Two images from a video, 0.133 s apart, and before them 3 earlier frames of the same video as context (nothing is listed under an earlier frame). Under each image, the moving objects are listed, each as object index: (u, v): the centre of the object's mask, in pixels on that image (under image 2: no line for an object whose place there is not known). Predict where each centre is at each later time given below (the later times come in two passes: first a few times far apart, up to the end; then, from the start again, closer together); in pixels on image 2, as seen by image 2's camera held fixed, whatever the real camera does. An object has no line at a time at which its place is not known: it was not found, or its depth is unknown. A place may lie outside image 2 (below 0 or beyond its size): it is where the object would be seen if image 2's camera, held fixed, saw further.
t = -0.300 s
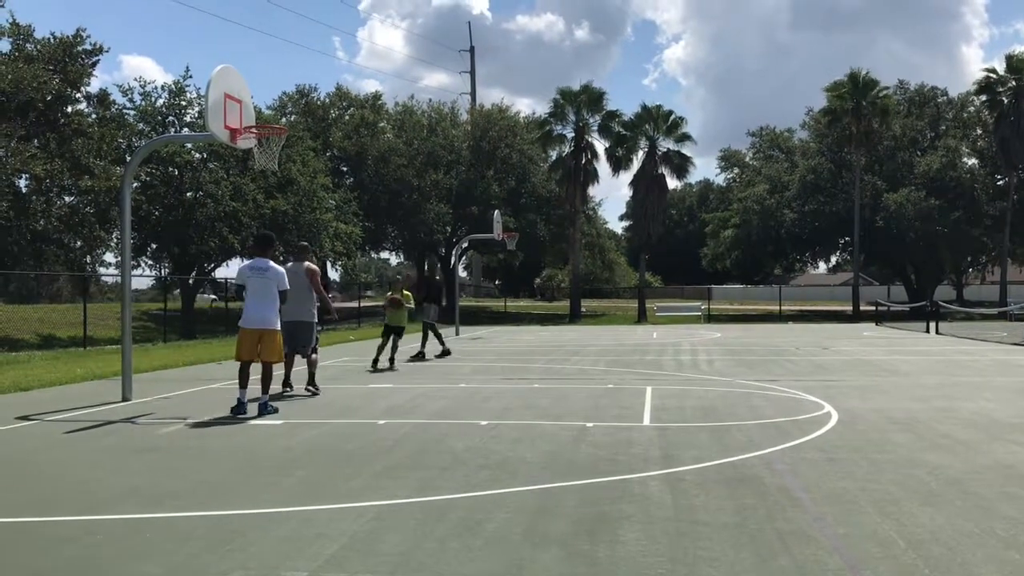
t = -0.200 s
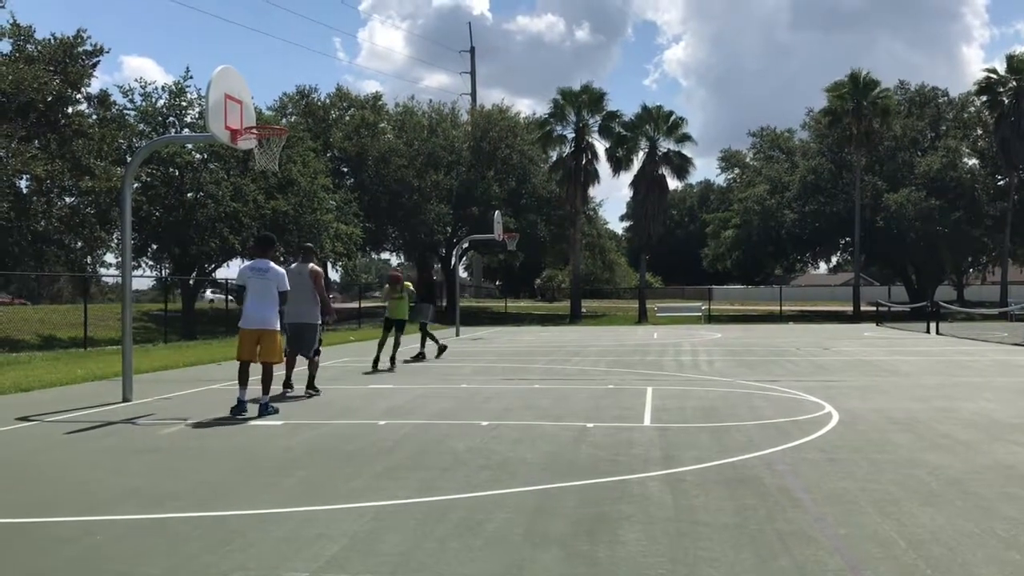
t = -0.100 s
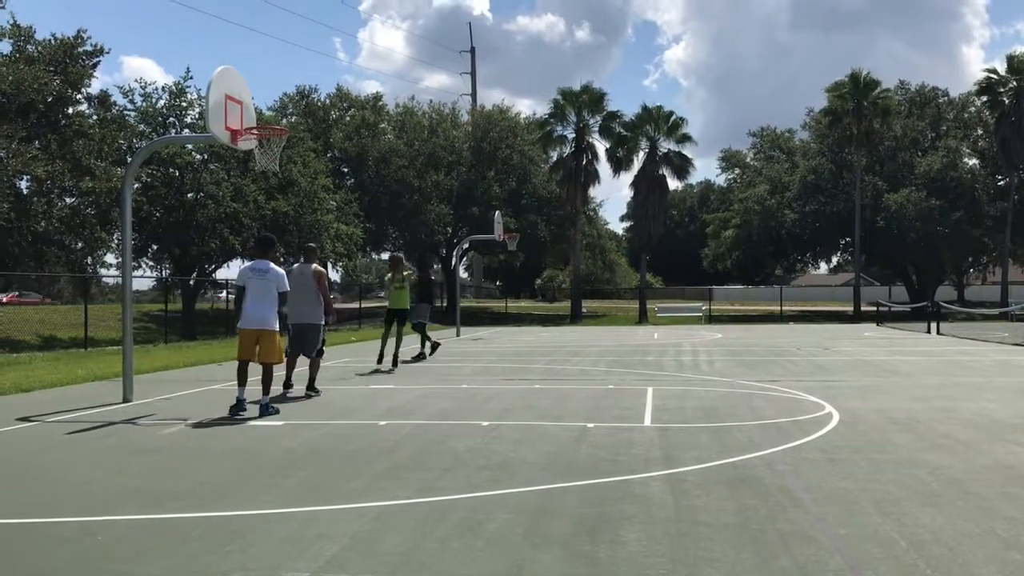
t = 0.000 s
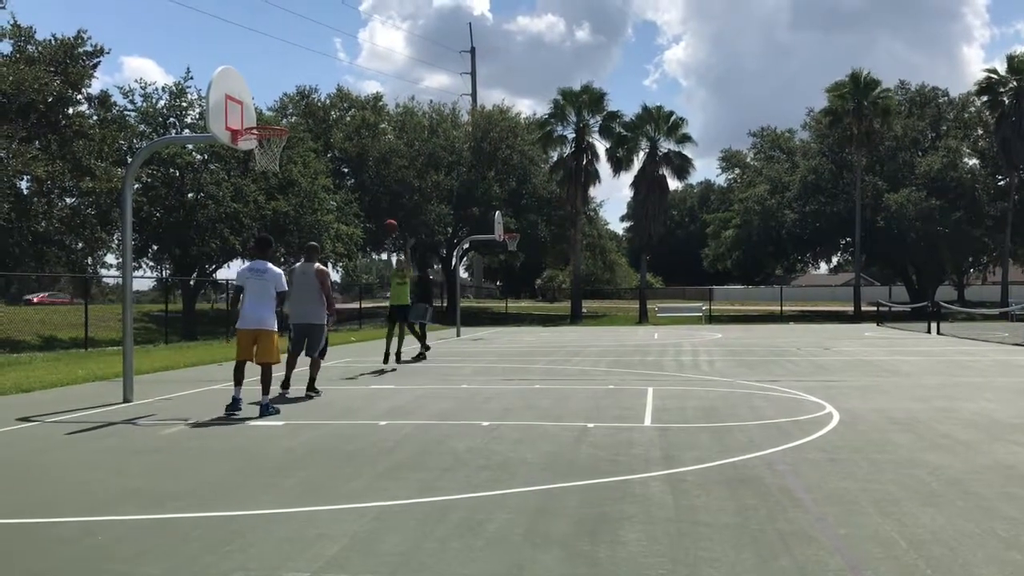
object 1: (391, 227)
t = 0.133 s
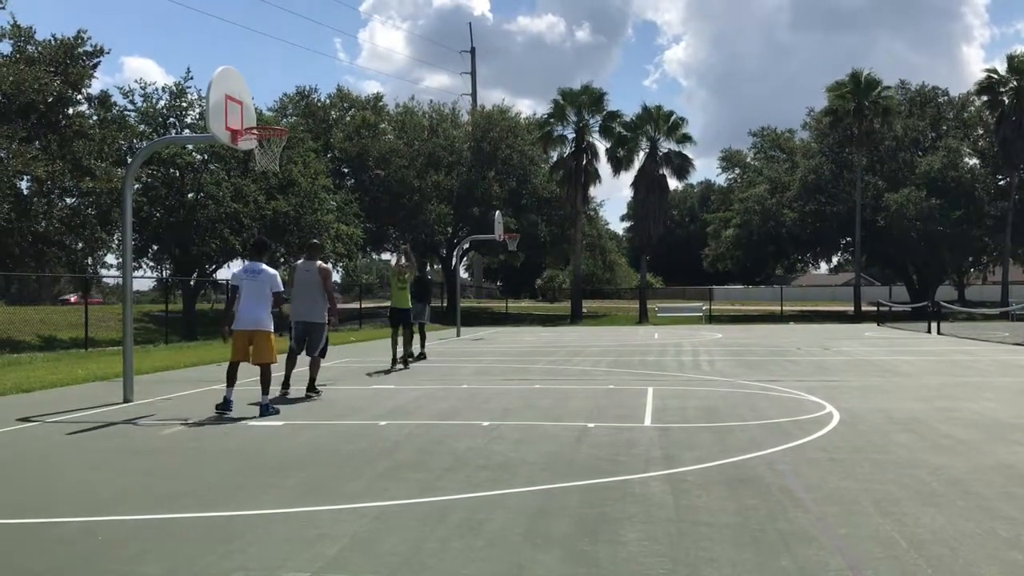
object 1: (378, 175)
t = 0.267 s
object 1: (363, 138)
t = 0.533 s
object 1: (334, 84)
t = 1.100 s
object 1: (265, 142)
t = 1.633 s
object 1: (338, 281)
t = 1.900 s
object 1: (361, 363)
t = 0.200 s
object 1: (370, 155)
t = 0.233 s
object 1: (365, 147)
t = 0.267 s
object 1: (363, 138)
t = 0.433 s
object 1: (345, 100)
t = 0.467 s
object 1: (341, 94)
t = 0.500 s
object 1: (337, 89)
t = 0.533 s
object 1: (334, 84)
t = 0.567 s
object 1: (329, 81)
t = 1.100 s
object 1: (265, 142)
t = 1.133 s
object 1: (274, 154)
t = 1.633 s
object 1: (338, 281)
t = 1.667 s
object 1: (341, 293)
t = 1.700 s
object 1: (344, 306)
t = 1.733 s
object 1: (349, 325)
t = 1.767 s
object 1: (353, 343)
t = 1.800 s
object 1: (357, 360)
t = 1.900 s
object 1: (361, 363)
